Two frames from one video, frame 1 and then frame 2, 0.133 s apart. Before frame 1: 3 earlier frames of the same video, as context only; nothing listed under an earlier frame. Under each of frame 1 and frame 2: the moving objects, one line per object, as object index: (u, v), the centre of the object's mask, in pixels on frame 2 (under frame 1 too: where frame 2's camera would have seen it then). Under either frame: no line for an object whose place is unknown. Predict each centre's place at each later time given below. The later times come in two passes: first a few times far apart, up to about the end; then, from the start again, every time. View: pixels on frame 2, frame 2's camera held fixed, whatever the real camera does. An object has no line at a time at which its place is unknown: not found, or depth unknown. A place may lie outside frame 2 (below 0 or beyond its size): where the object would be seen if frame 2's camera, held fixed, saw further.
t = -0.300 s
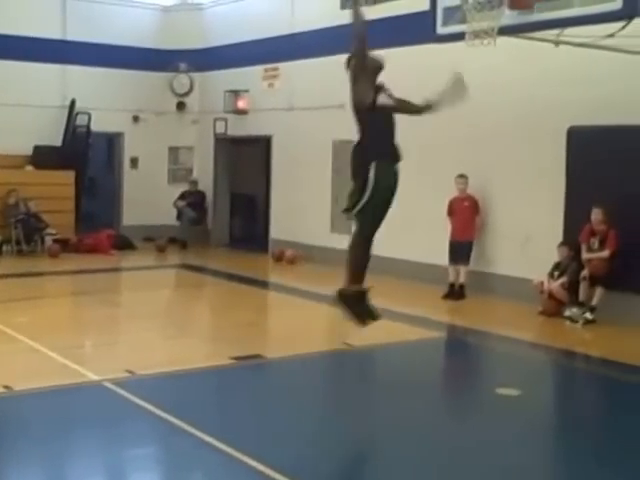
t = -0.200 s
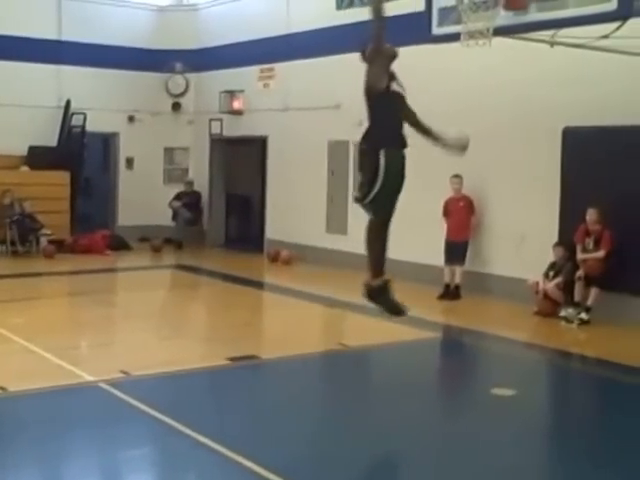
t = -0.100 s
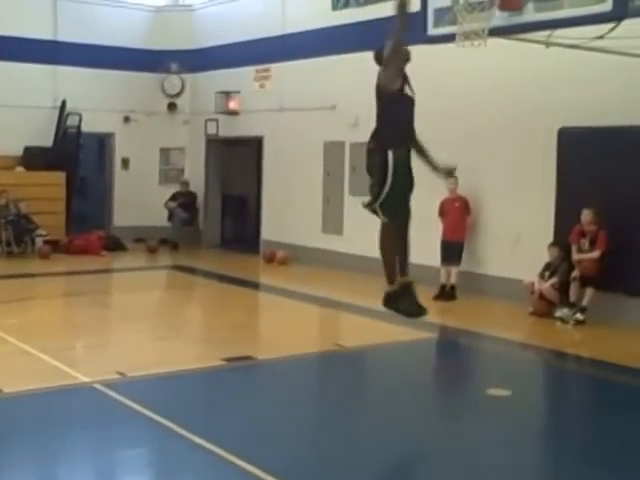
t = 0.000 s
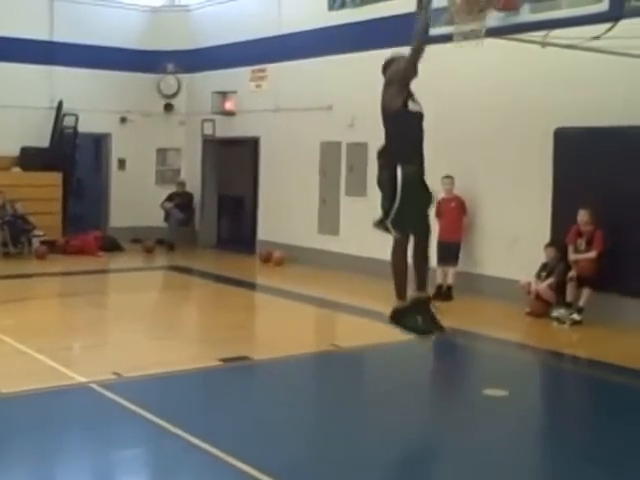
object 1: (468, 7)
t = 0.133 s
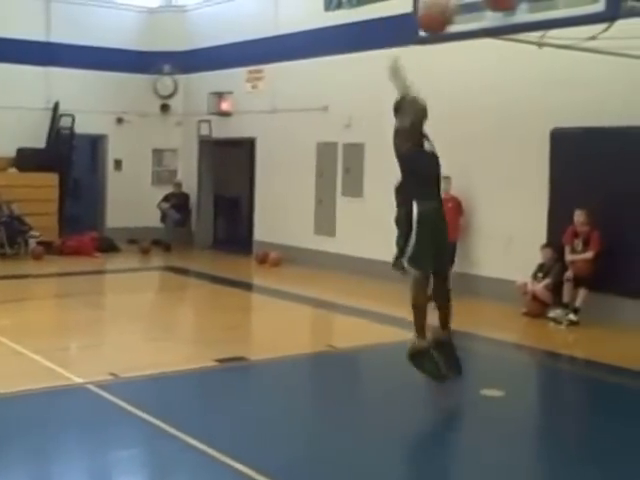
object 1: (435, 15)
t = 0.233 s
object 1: (424, 22)
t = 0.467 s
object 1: (397, 89)
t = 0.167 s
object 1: (431, 17)
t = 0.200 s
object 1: (427, 20)
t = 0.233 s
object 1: (424, 22)
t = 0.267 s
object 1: (419, 27)
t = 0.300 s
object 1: (415, 34)
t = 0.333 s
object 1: (412, 42)
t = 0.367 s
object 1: (408, 52)
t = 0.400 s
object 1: (405, 63)
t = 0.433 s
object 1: (401, 76)
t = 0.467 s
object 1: (397, 89)
